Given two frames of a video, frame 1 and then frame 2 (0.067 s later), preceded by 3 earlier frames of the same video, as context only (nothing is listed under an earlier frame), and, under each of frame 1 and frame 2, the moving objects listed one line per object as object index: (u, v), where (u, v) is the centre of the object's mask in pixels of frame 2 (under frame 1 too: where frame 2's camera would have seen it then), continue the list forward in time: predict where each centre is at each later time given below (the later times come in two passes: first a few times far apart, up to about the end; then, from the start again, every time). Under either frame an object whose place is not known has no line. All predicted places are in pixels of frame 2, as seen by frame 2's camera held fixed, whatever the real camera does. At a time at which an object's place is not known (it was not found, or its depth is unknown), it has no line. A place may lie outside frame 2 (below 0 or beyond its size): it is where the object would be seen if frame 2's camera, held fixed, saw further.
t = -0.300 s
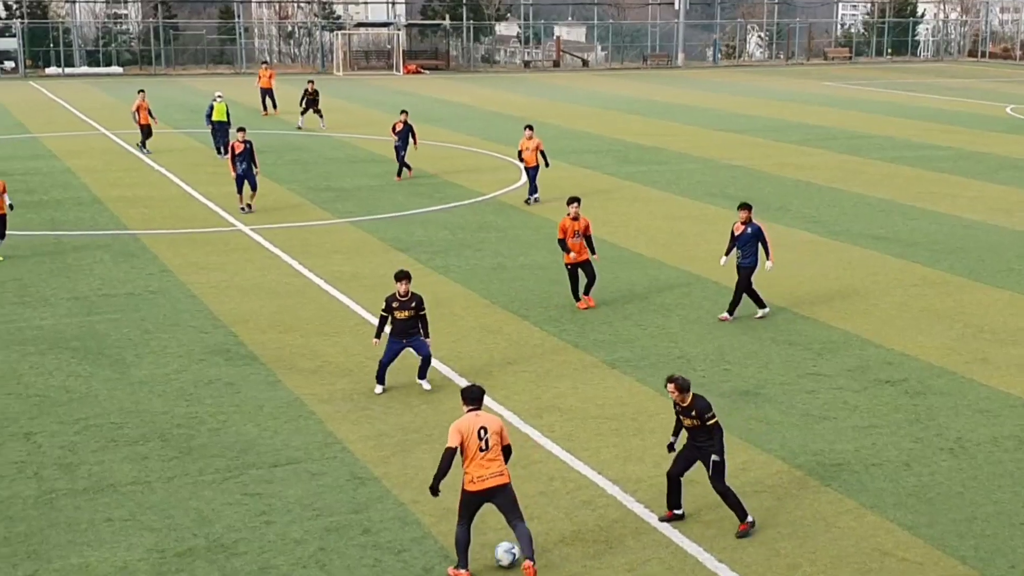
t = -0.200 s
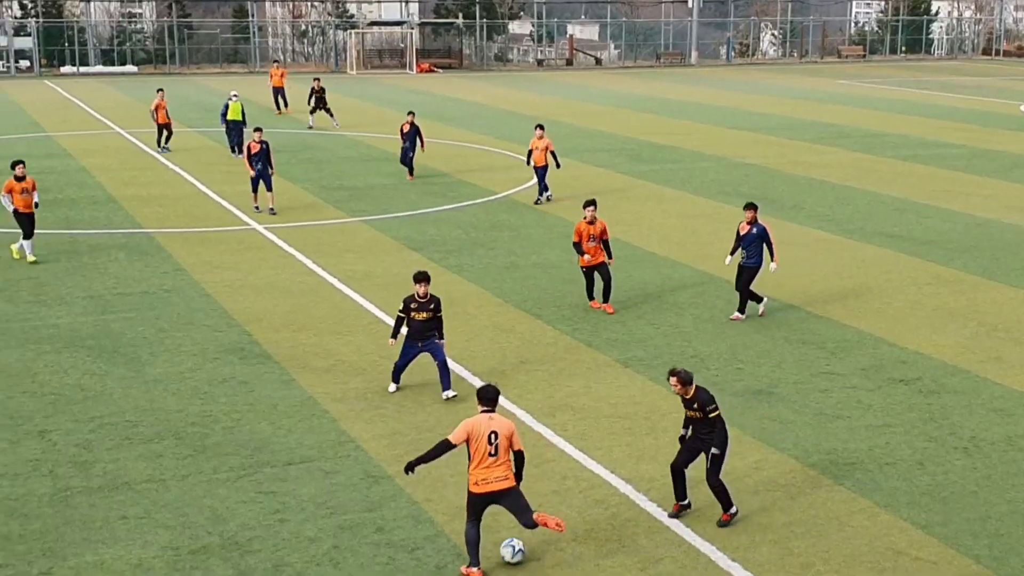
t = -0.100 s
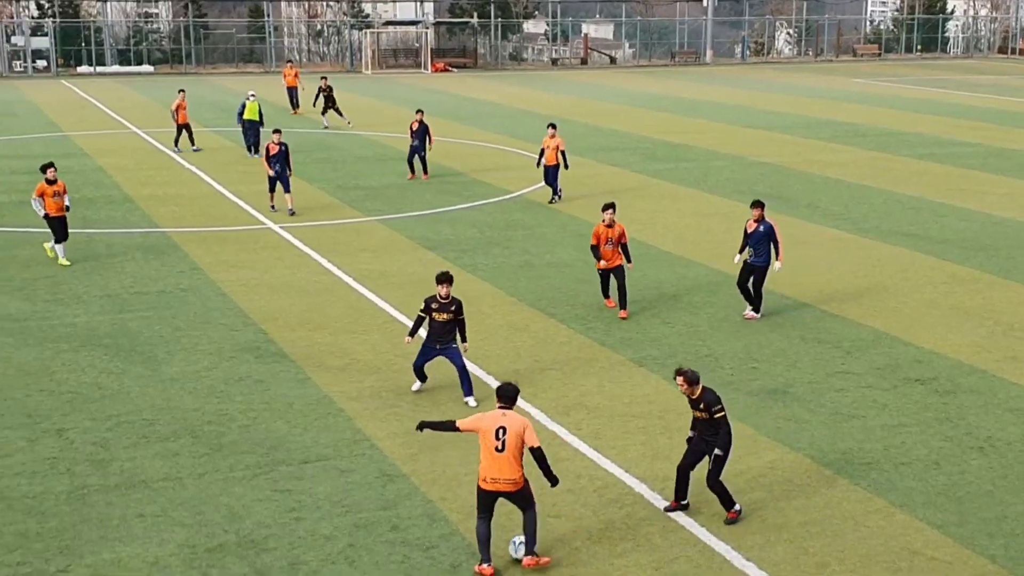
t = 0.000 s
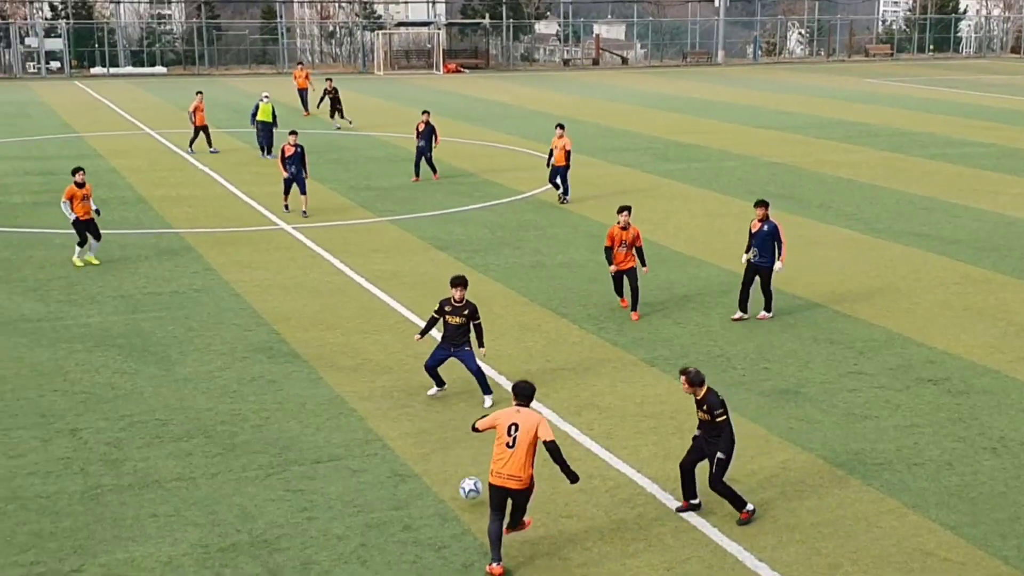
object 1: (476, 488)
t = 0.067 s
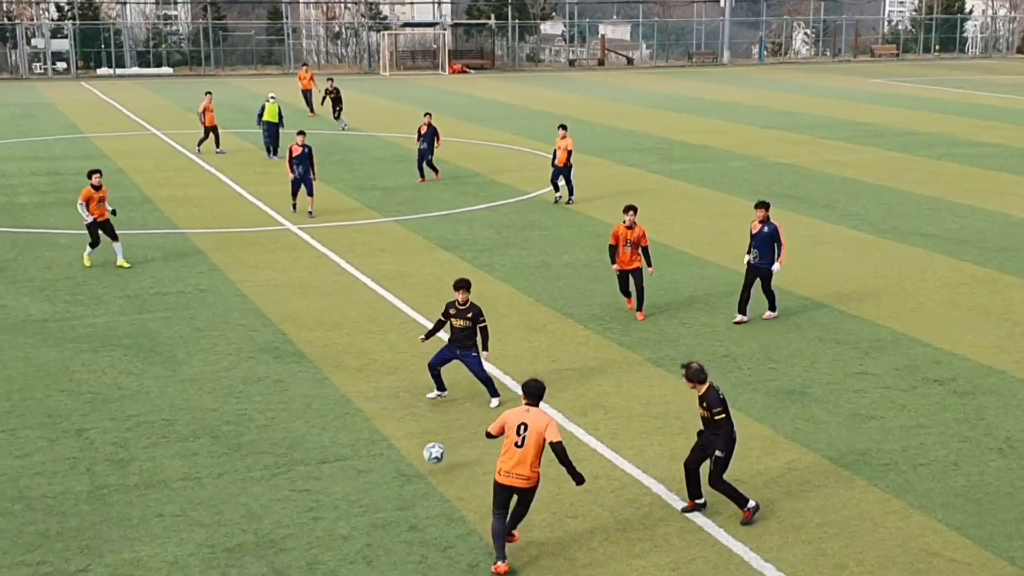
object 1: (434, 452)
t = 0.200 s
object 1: (362, 407)
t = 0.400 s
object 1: (277, 348)
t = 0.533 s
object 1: (232, 324)
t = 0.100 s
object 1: (414, 438)
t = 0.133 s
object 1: (396, 426)
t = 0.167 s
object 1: (379, 416)
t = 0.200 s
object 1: (362, 407)
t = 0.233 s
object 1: (346, 397)
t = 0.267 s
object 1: (331, 384)
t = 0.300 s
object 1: (316, 373)
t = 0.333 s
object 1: (303, 363)
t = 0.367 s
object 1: (289, 354)
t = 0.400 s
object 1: (277, 348)
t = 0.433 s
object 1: (265, 342)
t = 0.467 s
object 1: (253, 338)
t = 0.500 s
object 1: (243, 333)
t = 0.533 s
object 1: (232, 324)
